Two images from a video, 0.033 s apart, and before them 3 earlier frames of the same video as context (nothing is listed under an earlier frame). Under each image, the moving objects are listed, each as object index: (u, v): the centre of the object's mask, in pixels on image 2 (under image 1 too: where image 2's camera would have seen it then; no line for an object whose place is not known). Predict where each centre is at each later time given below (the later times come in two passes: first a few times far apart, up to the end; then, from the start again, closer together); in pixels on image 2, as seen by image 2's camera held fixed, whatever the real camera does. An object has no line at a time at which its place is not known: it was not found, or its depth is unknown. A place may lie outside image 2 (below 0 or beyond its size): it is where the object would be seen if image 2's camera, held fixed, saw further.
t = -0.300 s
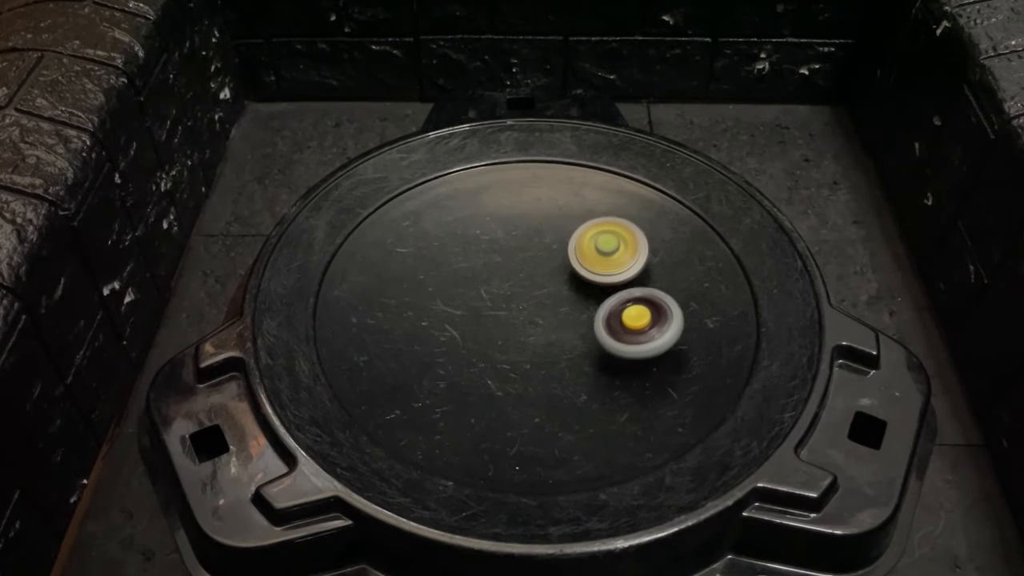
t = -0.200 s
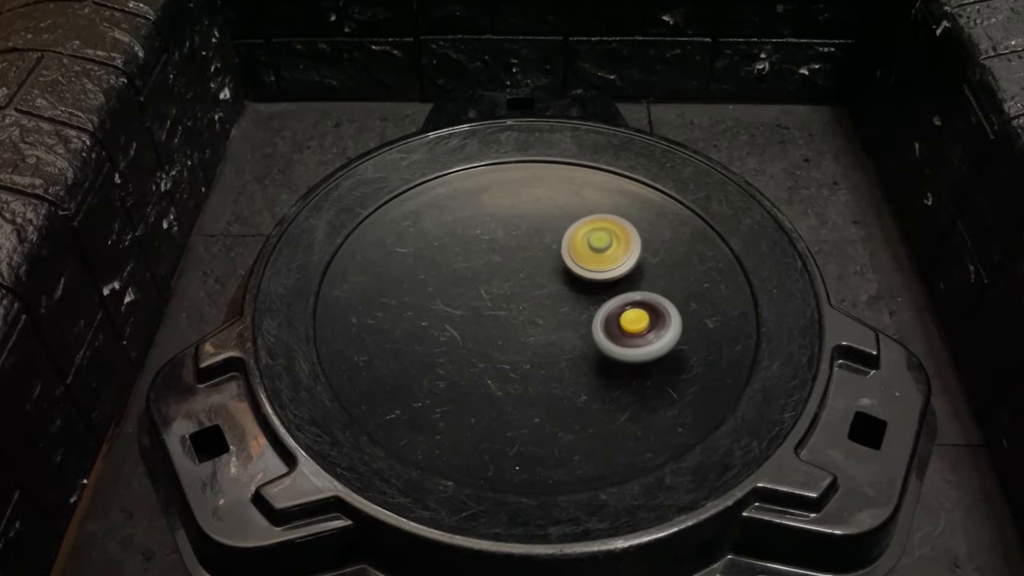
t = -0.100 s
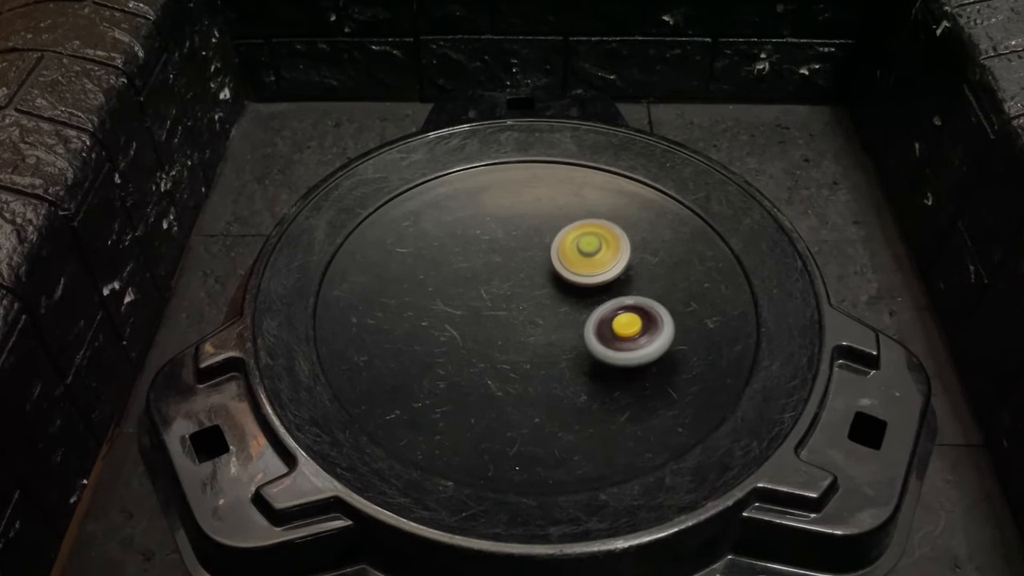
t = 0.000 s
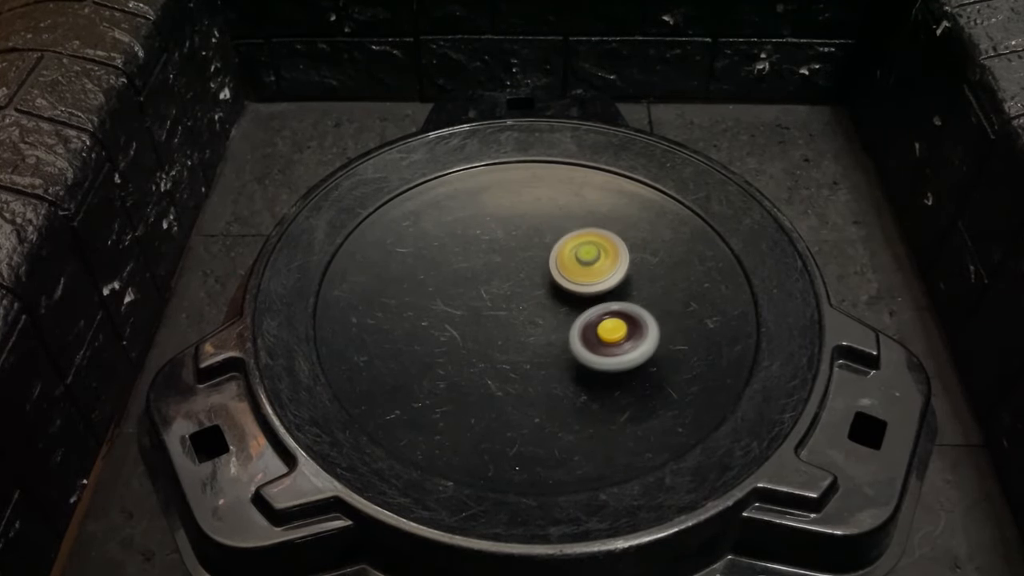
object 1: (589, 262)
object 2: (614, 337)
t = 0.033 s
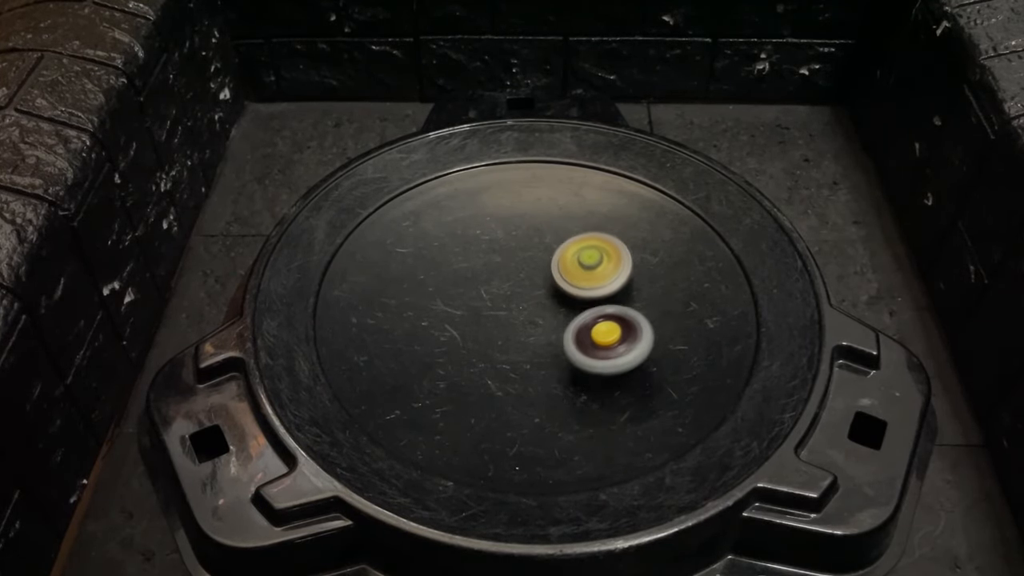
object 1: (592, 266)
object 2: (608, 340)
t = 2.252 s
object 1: (430, 387)
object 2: (594, 303)
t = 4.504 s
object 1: (641, 427)
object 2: (573, 340)
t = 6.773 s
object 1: (196, 301)
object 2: (691, 380)
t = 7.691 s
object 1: (213, 263)
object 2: (421, 290)
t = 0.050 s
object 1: (593, 269)
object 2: (605, 342)
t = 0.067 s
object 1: (594, 271)
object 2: (602, 344)
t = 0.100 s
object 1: (596, 277)
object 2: (597, 349)
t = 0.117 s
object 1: (597, 280)
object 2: (594, 351)
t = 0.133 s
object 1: (598, 283)
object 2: (591, 354)
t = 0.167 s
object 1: (601, 289)
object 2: (587, 358)
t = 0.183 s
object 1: (603, 291)
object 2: (585, 360)
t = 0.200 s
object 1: (605, 293)
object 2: (583, 362)
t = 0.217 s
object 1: (607, 295)
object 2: (581, 365)
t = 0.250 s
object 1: (611, 299)
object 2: (577, 369)
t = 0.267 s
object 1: (613, 300)
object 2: (575, 371)
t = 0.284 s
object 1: (615, 301)
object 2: (574, 373)
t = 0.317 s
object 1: (618, 302)
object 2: (572, 376)
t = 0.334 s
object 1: (620, 303)
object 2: (571, 378)
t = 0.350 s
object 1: (622, 303)
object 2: (570, 379)
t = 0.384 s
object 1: (625, 305)
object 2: (568, 382)
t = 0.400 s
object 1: (625, 305)
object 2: (567, 382)
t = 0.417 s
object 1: (625, 306)
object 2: (566, 383)
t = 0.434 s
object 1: (625, 307)
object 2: (566, 384)
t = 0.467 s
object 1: (623, 307)
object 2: (565, 384)
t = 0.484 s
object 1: (622, 308)
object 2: (564, 384)
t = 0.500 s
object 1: (620, 308)
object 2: (563, 384)
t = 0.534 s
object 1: (617, 309)
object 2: (561, 384)
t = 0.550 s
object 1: (615, 309)
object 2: (560, 384)
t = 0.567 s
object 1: (613, 309)
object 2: (558, 384)
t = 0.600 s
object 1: (609, 310)
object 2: (556, 383)
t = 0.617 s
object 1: (607, 311)
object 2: (555, 383)
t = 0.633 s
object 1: (605, 312)
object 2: (553, 382)
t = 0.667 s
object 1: (602, 314)
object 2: (550, 381)
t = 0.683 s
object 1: (601, 315)
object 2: (549, 380)
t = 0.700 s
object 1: (600, 317)
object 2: (548, 379)
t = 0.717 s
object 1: (598, 319)
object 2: (546, 378)
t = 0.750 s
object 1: (596, 324)
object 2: (544, 376)
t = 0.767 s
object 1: (595, 326)
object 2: (542, 375)
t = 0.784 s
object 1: (595, 328)
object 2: (540, 374)
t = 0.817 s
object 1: (612, 321)
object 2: (503, 380)
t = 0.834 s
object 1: (622, 317)
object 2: (482, 388)
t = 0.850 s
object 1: (631, 312)
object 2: (460, 399)
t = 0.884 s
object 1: (643, 303)
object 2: (422, 407)
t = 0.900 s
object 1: (648, 300)
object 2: (407, 411)
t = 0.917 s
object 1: (651, 298)
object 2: (395, 411)
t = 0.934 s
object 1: (653, 296)
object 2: (392, 404)
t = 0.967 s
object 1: (653, 293)
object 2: (389, 397)
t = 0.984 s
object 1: (651, 292)
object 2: (390, 391)
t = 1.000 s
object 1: (647, 291)
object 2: (392, 385)
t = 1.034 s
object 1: (639, 291)
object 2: (402, 373)
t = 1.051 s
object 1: (634, 291)
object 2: (408, 366)
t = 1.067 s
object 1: (628, 292)
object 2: (416, 359)
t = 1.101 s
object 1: (617, 295)
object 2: (433, 346)
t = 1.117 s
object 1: (612, 296)
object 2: (443, 340)
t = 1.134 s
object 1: (607, 298)
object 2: (454, 333)
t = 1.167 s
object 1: (596, 302)
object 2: (476, 321)
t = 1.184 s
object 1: (591, 304)
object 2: (487, 315)
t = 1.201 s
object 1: (586, 306)
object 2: (499, 310)
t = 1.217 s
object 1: (588, 312)
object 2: (502, 296)
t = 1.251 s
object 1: (609, 324)
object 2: (481, 255)
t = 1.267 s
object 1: (620, 335)
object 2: (471, 241)
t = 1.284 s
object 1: (630, 344)
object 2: (462, 227)
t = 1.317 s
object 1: (645, 358)
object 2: (445, 210)
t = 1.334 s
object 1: (650, 364)
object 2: (438, 196)
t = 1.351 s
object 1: (654, 371)
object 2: (430, 184)
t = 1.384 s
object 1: (657, 382)
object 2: (421, 164)
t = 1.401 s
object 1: (655, 386)
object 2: (418, 156)
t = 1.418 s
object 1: (653, 389)
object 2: (416, 149)
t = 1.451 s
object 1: (645, 394)
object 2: (414, 147)
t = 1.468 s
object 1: (640, 395)
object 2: (415, 148)
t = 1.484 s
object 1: (634, 395)
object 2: (415, 148)
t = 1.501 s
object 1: (628, 396)
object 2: (415, 148)
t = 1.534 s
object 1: (613, 394)
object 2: (419, 153)
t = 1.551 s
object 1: (606, 393)
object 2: (421, 156)
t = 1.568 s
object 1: (598, 392)
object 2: (423, 160)
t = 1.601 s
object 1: (583, 388)
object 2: (429, 172)
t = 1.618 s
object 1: (575, 386)
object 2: (434, 178)
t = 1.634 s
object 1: (568, 384)
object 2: (437, 184)
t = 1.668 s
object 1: (554, 380)
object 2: (448, 197)
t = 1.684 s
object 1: (548, 378)
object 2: (453, 205)
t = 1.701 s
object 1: (540, 376)
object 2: (460, 211)
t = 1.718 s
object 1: (533, 374)
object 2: (467, 219)
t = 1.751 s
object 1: (518, 370)
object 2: (482, 233)
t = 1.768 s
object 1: (510, 368)
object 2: (490, 240)
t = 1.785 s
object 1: (502, 366)
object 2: (498, 247)
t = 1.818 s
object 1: (487, 363)
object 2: (514, 260)
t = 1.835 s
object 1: (480, 361)
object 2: (522, 266)
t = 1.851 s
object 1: (473, 360)
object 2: (530, 271)
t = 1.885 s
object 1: (459, 357)
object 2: (546, 281)
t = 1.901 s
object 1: (453, 356)
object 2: (554, 285)
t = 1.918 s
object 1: (448, 356)
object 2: (562, 290)
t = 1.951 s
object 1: (437, 355)
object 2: (576, 296)
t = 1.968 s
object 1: (433, 355)
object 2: (582, 298)
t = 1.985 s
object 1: (429, 355)
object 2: (588, 300)
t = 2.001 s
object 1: (425, 356)
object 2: (593, 302)
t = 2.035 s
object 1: (420, 357)
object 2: (603, 304)
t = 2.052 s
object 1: (418, 358)
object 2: (607, 304)
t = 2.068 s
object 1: (416, 360)
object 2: (610, 305)
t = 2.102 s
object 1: (414, 363)
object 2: (614, 306)
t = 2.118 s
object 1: (414, 365)
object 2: (614, 306)
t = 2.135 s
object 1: (414, 368)
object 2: (614, 306)
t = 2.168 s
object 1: (416, 373)
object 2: (612, 305)
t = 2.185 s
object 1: (418, 375)
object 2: (610, 304)
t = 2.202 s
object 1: (420, 378)
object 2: (607, 304)
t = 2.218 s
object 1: (423, 381)
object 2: (603, 303)
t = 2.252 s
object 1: (430, 387)
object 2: (594, 303)
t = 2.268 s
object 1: (434, 390)
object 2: (588, 304)
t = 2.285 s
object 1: (438, 393)
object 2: (582, 305)
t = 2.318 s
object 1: (447, 397)
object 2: (569, 306)
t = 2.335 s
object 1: (452, 398)
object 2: (562, 306)
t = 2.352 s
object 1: (457, 399)
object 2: (554, 306)
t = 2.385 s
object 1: (466, 399)
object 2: (538, 306)
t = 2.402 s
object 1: (470, 399)
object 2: (530, 307)
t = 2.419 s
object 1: (474, 398)
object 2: (521, 308)
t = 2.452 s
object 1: (482, 395)
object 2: (506, 309)
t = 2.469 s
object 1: (486, 393)
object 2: (498, 310)
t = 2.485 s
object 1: (489, 391)
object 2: (492, 312)
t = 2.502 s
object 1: (492, 389)
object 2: (484, 313)
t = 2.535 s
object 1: (497, 383)
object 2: (471, 315)
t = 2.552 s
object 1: (499, 380)
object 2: (465, 316)
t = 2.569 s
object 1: (501, 377)
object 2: (460, 318)
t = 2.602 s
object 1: (504, 371)
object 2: (450, 320)
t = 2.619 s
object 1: (505, 369)
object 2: (446, 321)
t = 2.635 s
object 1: (506, 366)
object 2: (443, 322)
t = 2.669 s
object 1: (508, 360)
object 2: (440, 323)
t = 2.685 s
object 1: (509, 358)
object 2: (439, 324)
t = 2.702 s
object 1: (510, 356)
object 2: (438, 318)
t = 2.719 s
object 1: (511, 354)
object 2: (437, 316)
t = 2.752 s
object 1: (513, 349)
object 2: (435, 315)
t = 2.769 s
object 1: (513, 346)
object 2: (436, 309)
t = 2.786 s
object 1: (513, 341)
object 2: (437, 307)
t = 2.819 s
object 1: (511, 332)
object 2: (441, 301)
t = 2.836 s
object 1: (511, 327)
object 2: (442, 298)
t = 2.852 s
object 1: (519, 328)
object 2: (431, 275)
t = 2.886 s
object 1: (540, 337)
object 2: (411, 245)
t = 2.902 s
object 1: (550, 339)
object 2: (403, 230)
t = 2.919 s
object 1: (558, 339)
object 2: (394, 211)
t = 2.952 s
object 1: (573, 340)
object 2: (381, 187)
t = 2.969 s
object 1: (580, 340)
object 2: (380, 178)
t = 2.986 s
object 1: (586, 338)
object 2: (383, 167)
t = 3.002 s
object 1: (591, 336)
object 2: (387, 160)
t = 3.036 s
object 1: (597, 329)
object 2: (394, 156)
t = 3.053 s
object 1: (598, 325)
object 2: (399, 158)
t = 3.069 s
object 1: (598, 320)
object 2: (405, 159)
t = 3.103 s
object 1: (596, 309)
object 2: (419, 158)
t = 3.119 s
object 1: (593, 303)
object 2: (426, 162)
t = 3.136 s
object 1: (589, 297)
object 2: (434, 166)
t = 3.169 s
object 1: (579, 284)
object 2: (447, 168)
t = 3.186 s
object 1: (572, 276)
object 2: (455, 173)
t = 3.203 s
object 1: (565, 268)
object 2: (460, 176)
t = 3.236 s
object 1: (547, 254)
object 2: (474, 188)
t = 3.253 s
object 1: (537, 246)
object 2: (483, 194)
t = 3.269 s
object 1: (527, 242)
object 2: (489, 197)
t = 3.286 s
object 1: (520, 247)
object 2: (491, 185)
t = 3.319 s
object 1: (507, 268)
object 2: (500, 166)
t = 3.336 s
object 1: (500, 277)
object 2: (503, 162)
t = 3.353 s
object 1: (494, 288)
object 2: (507, 163)
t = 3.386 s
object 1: (482, 305)
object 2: (515, 170)
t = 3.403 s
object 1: (476, 314)
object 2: (518, 175)
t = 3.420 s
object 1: (470, 322)
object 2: (519, 180)
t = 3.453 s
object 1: (462, 340)
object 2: (521, 193)
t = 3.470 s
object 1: (461, 348)
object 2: (522, 201)
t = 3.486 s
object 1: (459, 354)
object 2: (522, 209)
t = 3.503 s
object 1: (459, 359)
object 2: (522, 217)
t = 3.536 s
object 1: (464, 371)
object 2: (521, 234)
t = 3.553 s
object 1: (468, 376)
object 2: (521, 242)
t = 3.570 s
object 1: (473, 380)
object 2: (520, 251)
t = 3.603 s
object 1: (485, 384)
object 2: (516, 268)
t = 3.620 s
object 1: (491, 386)
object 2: (514, 277)
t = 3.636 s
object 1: (499, 386)
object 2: (512, 284)
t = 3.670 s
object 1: (516, 386)
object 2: (506, 299)
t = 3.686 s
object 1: (523, 385)
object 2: (503, 306)
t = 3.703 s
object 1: (532, 384)
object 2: (499, 312)
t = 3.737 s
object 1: (548, 379)
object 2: (491, 323)
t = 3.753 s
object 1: (556, 375)
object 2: (486, 328)
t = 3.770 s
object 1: (563, 371)
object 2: (482, 332)
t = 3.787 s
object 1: (568, 368)
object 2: (478, 336)
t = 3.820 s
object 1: (580, 357)
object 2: (469, 344)
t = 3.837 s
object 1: (585, 352)
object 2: (466, 346)
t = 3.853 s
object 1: (589, 346)
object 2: (463, 349)
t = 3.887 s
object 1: (595, 333)
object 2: (457, 352)
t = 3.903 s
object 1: (597, 326)
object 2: (456, 353)
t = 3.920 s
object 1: (599, 318)
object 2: (454, 354)
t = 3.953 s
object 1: (598, 302)
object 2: (454, 354)
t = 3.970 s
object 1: (596, 294)
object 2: (455, 354)
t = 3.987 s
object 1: (594, 286)
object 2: (456, 354)
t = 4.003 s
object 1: (591, 279)
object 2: (458, 353)
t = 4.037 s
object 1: (582, 263)
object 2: (465, 351)
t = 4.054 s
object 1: (575, 255)
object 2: (469, 349)
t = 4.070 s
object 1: (568, 248)
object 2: (475, 348)
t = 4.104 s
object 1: (551, 236)
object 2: (487, 345)
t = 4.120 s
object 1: (541, 230)
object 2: (494, 344)
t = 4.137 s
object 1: (530, 226)
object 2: (501, 341)
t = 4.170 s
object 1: (506, 218)
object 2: (514, 337)
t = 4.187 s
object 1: (494, 216)
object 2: (521, 334)
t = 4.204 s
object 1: (482, 215)
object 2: (529, 331)
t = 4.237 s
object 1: (380, 256)
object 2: (592, 316)
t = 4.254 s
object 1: (367, 317)
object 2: (611, 313)
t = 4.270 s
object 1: (411, 383)
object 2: (613, 314)
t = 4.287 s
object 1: (505, 420)
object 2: (598, 318)
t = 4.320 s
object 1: (690, 355)
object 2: (528, 328)
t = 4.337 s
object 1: (710, 281)
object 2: (489, 330)
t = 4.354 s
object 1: (681, 216)
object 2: (458, 333)
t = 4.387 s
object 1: (539, 149)
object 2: (449, 338)
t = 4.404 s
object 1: (452, 160)
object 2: (471, 337)
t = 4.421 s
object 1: (384, 199)
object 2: (507, 338)
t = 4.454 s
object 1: (359, 342)
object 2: (575, 339)
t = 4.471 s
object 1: (423, 407)
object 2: (591, 343)
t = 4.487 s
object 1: (527, 440)
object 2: (590, 345)
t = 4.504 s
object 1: (641, 427)
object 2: (573, 340)
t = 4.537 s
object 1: (746, 301)
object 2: (511, 323)
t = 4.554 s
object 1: (720, 233)
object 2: (478, 319)
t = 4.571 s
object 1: (658, 183)
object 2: (453, 320)
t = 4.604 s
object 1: (485, 165)
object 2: (446, 319)
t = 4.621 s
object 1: (408, 197)
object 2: (464, 325)
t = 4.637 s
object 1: (362, 252)
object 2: (493, 330)
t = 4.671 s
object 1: (384, 398)
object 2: (550, 342)
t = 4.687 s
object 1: (469, 451)
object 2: (566, 344)
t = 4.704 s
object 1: (579, 462)
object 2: (571, 343)
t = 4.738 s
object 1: (734, 366)
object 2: (548, 326)
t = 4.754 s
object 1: (737, 291)
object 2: (522, 317)
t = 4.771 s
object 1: (694, 230)
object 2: (493, 309)
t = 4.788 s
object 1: (622, 190)
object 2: (468, 303)
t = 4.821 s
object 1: (450, 185)
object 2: (451, 294)
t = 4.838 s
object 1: (383, 218)
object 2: (461, 295)
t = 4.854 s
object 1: (340, 272)
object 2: (479, 301)
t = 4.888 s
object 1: (383, 416)
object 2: (528, 322)
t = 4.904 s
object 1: (480, 462)
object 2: (547, 334)
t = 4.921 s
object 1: (595, 456)
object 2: (554, 342)
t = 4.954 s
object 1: (714, 334)
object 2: (545, 336)
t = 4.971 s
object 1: (699, 267)
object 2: (528, 326)
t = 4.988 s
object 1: (652, 213)
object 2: (506, 317)
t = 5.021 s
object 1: (501, 166)
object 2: (467, 306)
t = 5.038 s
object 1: (425, 179)
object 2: (459, 305)
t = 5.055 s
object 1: (365, 217)
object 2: (463, 306)
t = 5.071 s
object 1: (335, 276)
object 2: (473, 308)
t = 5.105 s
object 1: (411, 407)
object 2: (501, 321)
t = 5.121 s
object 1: (508, 435)
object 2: (512, 323)
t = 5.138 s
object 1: (611, 422)
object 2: (518, 325)
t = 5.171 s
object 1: (712, 302)
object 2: (519, 321)
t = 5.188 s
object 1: (695, 238)
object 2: (518, 318)
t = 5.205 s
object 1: (644, 188)
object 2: (516, 315)
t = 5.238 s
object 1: (494, 159)
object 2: (516, 309)
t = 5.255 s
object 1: (421, 185)
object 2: (515, 308)
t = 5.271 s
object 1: (372, 231)
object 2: (514, 307)
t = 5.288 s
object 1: (355, 295)
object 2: (513, 306)
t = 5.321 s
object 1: (444, 416)
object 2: (510, 303)
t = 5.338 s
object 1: (541, 440)
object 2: (509, 301)
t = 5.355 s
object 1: (642, 425)
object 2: (509, 300)
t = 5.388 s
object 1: (736, 306)
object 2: (511, 298)
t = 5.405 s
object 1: (715, 244)
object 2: (513, 297)
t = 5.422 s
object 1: (662, 198)
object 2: (515, 295)
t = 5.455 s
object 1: (504, 173)
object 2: (519, 294)
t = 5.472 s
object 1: (431, 200)
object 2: (520, 294)
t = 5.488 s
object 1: (380, 246)
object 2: (521, 293)
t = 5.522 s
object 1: (372, 371)
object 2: (525, 289)
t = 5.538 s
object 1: (428, 426)
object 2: (527, 286)
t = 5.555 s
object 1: (520, 456)
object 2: (528, 284)
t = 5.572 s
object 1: (621, 446)
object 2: (528, 285)
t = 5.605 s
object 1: (728, 327)
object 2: (525, 287)
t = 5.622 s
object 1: (708, 264)
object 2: (527, 288)
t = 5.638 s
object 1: (657, 213)
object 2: (529, 288)
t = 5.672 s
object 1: (506, 178)
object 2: (535, 288)
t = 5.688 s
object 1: (432, 193)
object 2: (538, 289)
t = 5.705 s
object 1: (373, 229)
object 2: (541, 289)
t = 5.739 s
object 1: (344, 345)
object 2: (544, 291)
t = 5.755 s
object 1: (391, 405)
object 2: (544, 292)
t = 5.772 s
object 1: (476, 442)
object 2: (544, 293)
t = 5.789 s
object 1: (578, 441)
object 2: (544, 295)
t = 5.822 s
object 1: (702, 335)
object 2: (544, 297)
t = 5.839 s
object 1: (698, 270)
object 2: (546, 298)
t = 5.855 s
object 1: (659, 216)
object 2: (546, 299)
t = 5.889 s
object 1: (524, 166)
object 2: (547, 300)
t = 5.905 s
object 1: (451, 174)
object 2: (547, 299)
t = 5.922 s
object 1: (391, 206)
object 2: (547, 300)
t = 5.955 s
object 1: (352, 319)
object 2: (547, 303)
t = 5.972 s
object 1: (390, 380)
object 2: (547, 305)
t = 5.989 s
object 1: (465, 423)
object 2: (547, 307)
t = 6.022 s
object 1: (650, 404)
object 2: (545, 310)
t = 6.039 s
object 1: (705, 347)
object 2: (543, 311)
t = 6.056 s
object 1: (717, 285)
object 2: (541, 312)
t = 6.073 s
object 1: (690, 228)
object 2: (540, 312)
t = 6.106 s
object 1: (564, 168)
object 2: (538, 312)
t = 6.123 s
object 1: (489, 174)
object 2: (539, 312)
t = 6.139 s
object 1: (424, 202)
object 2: (539, 311)
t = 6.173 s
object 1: (371, 309)
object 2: (537, 312)
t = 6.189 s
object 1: (396, 371)
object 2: (535, 312)
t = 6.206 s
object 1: (459, 421)
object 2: (529, 312)
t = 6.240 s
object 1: (638, 425)
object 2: (515, 316)
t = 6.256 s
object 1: (703, 376)
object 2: (508, 318)
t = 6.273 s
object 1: (723, 313)
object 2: (501, 318)
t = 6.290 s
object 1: (701, 253)
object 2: (496, 318)
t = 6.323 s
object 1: (577, 187)
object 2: (480, 316)
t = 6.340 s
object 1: (498, 187)
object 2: (469, 314)
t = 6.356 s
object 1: (429, 208)
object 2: (457, 311)
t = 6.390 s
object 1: (407, 221)
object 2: (452, 309)
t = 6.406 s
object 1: (397, 230)
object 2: (450, 308)
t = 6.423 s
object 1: (388, 239)
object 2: (448, 307)
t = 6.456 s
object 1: (373, 257)
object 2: (444, 306)
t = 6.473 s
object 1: (367, 267)
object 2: (443, 305)
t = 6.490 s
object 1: (344, 259)
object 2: (461, 318)
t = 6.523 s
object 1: (295, 241)
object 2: (508, 348)
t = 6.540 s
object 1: (274, 235)
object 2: (533, 359)
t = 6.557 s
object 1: (258, 225)
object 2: (558, 373)
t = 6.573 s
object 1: (244, 218)
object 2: (581, 381)
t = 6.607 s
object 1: (219, 214)
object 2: (626, 400)
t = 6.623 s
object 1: (209, 220)
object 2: (646, 406)
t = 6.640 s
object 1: (201, 226)
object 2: (663, 410)
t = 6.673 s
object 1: (192, 254)
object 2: (690, 412)
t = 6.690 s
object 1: (198, 272)
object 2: (693, 405)
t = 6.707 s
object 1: (205, 294)
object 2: (695, 402)
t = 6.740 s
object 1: (192, 291)
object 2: (695, 394)
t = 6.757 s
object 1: (192, 294)
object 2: (694, 387)
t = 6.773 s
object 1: (196, 301)
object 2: (691, 380)
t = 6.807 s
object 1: (194, 311)
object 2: (684, 364)
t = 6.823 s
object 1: (191, 313)
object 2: (679, 356)
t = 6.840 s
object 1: (193, 311)
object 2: (673, 345)
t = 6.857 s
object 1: (195, 314)
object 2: (668, 336)
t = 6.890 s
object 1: (198, 313)
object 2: (652, 315)
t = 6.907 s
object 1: (199, 313)
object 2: (644, 305)
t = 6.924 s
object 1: (199, 312)
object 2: (636, 296)
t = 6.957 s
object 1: (201, 309)
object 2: (613, 276)
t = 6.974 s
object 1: (201, 308)
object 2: (601, 268)
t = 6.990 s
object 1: (202, 307)
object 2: (588, 259)
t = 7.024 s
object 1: (203, 305)
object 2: (561, 243)
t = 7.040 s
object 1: (205, 303)
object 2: (547, 239)
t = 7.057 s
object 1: (205, 301)
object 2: (532, 233)
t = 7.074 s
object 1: (205, 301)
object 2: (518, 227)
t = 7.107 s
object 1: (207, 299)
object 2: (488, 218)
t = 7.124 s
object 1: (208, 298)
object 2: (474, 216)
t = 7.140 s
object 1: (207, 297)
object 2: (461, 214)
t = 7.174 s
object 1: (209, 293)
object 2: (436, 210)
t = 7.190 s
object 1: (209, 293)
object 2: (424, 210)
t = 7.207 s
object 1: (210, 291)
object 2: (413, 211)
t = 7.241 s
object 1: (212, 288)
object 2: (394, 213)
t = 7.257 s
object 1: (212, 286)
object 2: (385, 214)
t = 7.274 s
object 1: (212, 285)
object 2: (378, 216)
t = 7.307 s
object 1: (212, 283)
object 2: (366, 221)
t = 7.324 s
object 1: (212, 282)
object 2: (361, 223)
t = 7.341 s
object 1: (212, 281)
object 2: (358, 226)
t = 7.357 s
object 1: (213, 281)
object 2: (355, 230)
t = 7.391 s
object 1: (213, 279)
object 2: (354, 236)
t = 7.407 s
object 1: (212, 278)
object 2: (354, 240)
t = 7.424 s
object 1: (213, 278)
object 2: (355, 244)
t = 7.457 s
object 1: (213, 275)
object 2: (359, 250)
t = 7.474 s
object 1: (213, 274)
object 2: (362, 253)
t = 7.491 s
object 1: (213, 274)
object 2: (364, 257)
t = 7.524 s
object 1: (214, 272)
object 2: (372, 263)
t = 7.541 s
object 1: (215, 270)
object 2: (376, 265)
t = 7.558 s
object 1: (214, 270)
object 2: (380, 268)
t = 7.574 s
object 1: (215, 269)
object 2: (385, 271)
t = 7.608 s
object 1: (216, 266)
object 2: (394, 277)
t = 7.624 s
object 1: (214, 266)
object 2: (400, 280)
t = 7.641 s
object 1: (214, 265)
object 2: (406, 283)
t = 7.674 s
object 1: (214, 263)
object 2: (415, 288)
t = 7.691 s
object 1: (213, 263)
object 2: (421, 290)
